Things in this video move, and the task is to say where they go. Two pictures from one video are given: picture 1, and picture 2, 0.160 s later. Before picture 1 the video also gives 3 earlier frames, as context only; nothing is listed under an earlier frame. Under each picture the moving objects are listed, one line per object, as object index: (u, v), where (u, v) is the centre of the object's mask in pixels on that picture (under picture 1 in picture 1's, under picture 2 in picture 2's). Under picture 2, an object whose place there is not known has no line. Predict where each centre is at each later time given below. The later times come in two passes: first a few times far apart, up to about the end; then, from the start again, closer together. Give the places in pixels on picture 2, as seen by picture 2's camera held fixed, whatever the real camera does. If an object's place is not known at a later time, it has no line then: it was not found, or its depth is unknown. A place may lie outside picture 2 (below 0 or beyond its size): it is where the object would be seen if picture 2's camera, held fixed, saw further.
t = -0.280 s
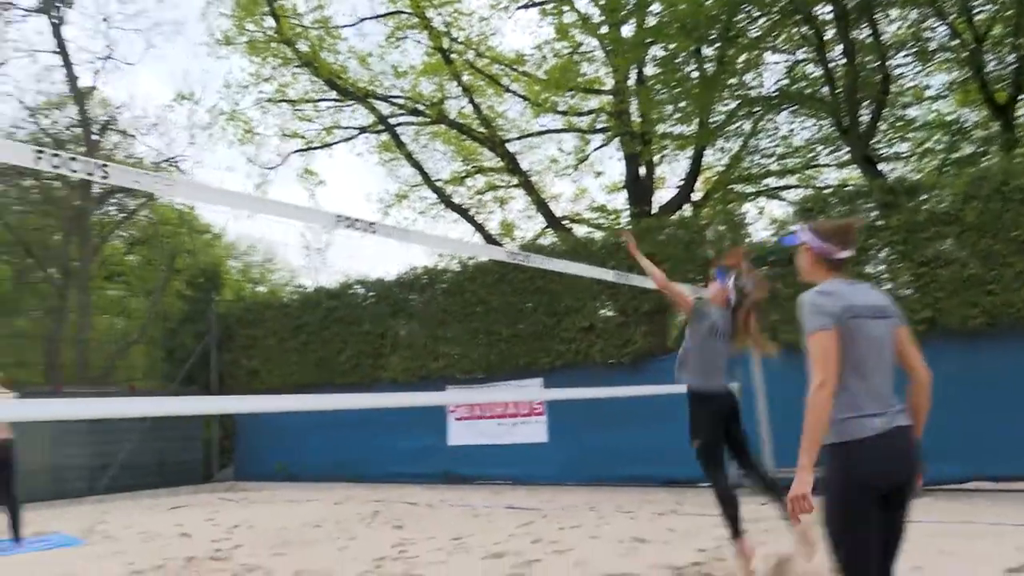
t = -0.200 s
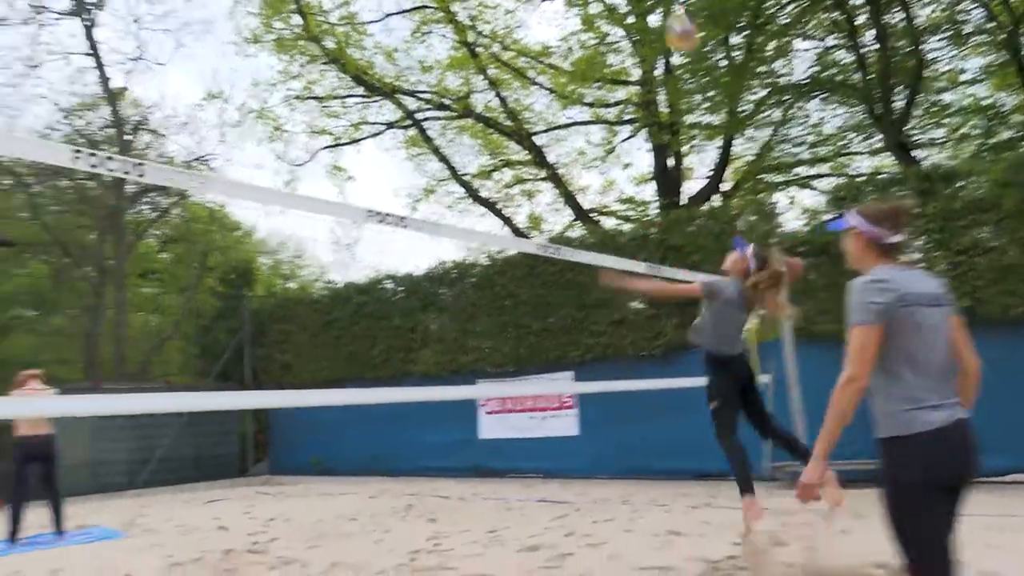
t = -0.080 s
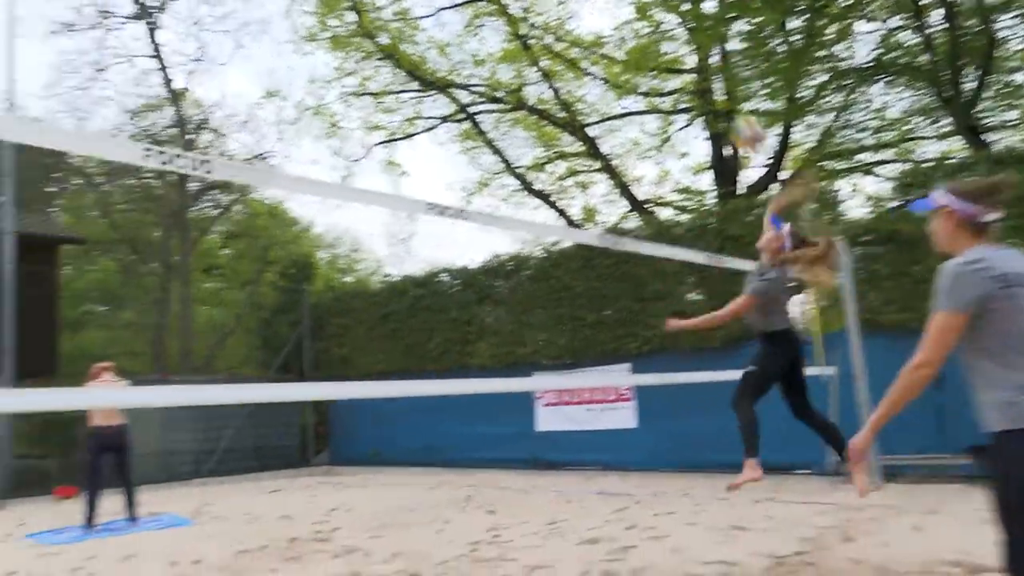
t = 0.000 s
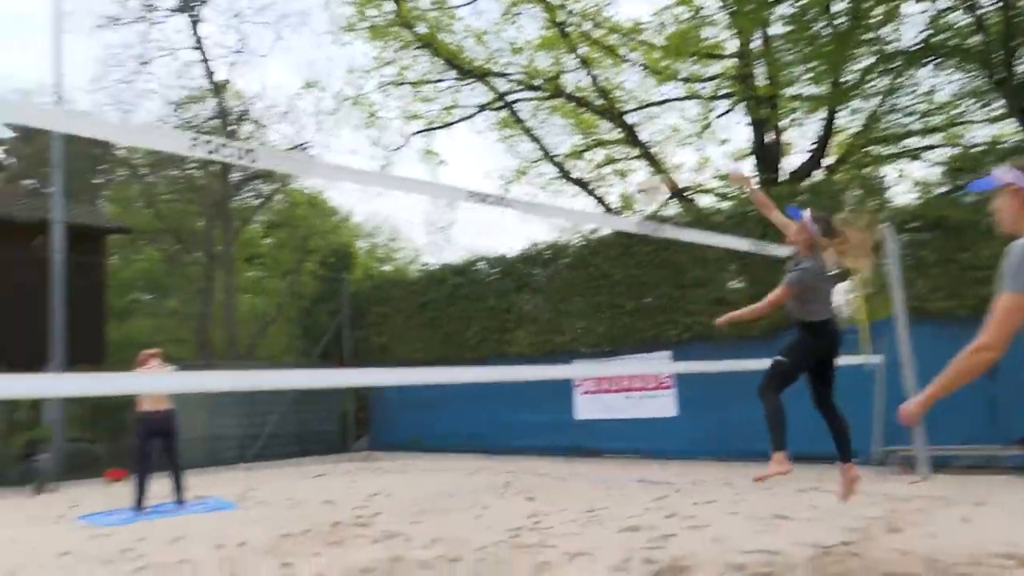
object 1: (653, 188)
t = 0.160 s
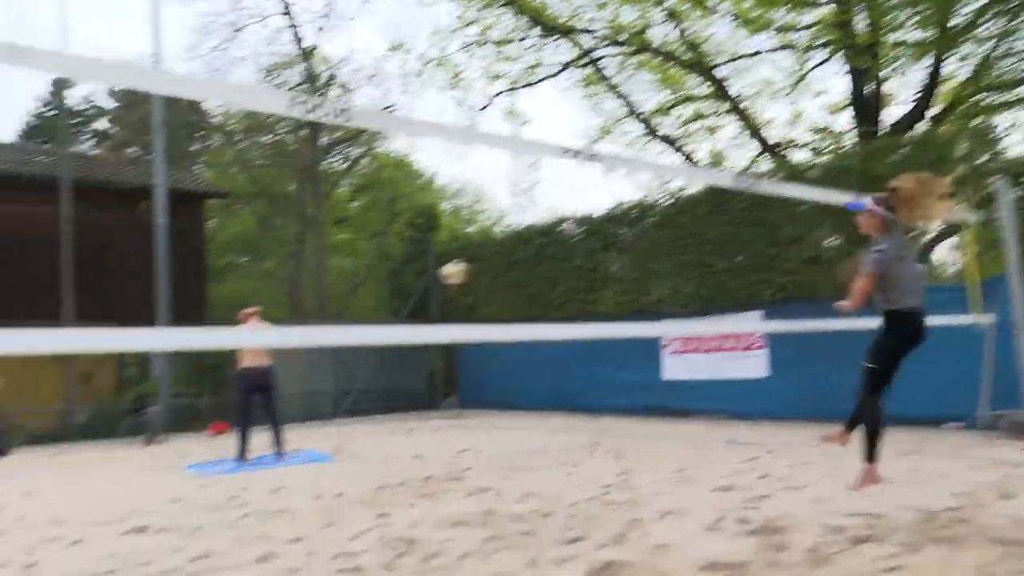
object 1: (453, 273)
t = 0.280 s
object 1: (314, 359)
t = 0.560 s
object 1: (125, 420)
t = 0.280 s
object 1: (314, 359)
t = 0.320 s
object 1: (278, 380)
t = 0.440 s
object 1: (182, 461)
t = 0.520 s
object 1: (142, 429)
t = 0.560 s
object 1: (125, 420)
